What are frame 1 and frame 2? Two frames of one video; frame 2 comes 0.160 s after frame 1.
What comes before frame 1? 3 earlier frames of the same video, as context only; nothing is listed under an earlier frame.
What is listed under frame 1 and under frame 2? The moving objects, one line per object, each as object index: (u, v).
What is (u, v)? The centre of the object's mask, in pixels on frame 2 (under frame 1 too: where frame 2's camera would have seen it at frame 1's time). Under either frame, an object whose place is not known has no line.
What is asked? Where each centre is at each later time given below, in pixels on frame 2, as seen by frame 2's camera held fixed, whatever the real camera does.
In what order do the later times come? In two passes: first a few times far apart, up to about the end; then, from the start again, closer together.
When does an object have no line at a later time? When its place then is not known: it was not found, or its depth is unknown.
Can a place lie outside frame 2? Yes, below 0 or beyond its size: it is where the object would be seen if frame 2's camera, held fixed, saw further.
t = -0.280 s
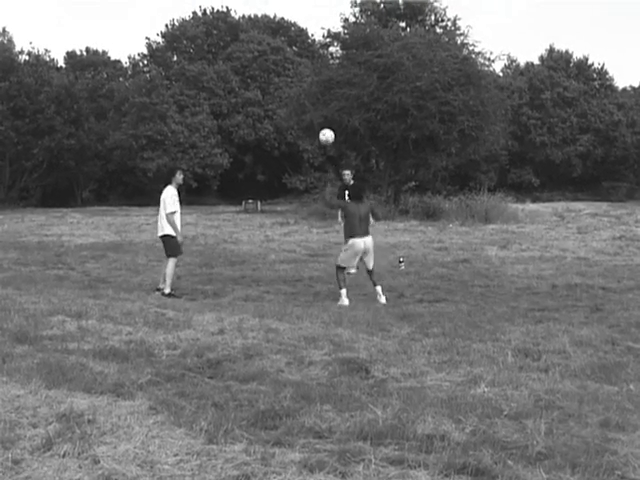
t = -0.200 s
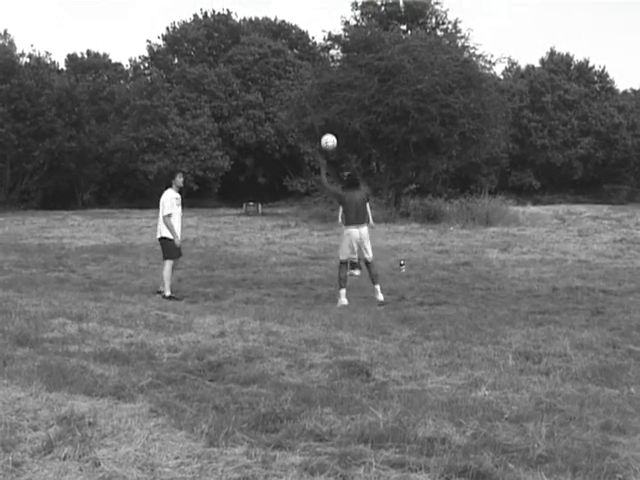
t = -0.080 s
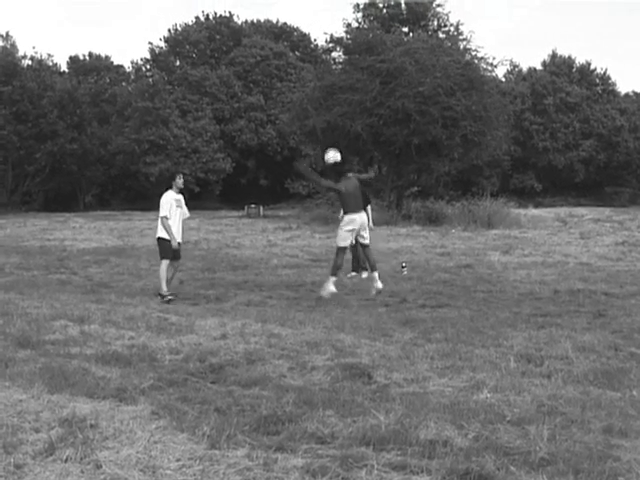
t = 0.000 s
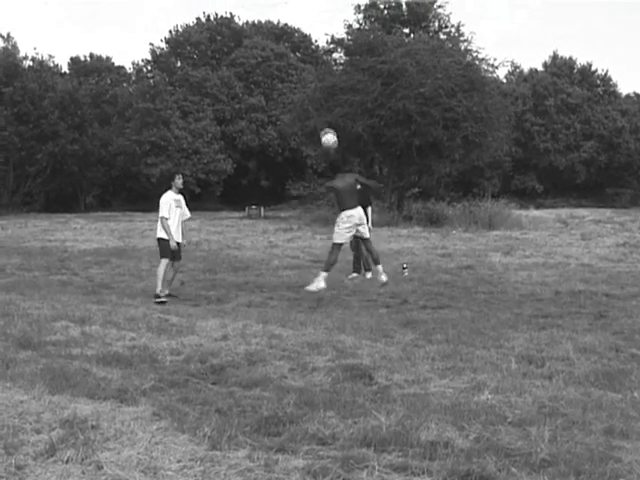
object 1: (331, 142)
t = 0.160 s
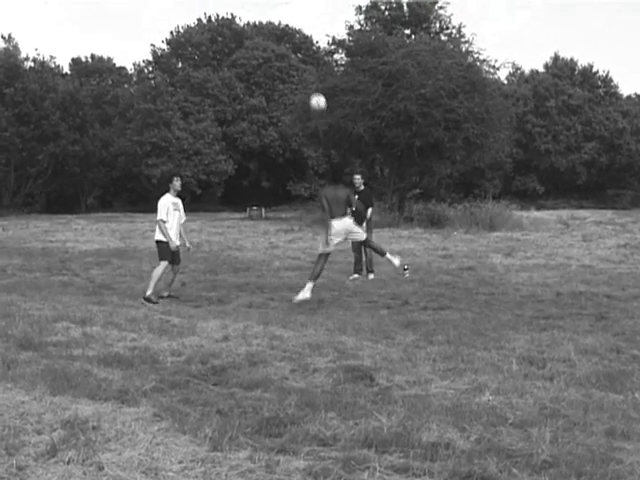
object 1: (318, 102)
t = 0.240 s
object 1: (312, 91)
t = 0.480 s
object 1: (294, 85)
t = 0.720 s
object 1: (276, 120)
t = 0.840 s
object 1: (268, 153)
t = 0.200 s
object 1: (314, 96)
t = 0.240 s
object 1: (312, 91)
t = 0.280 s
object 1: (309, 87)
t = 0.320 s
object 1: (306, 84)
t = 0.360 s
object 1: (303, 82)
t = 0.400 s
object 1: (300, 82)
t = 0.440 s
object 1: (297, 83)
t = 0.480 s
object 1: (294, 85)
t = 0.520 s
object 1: (291, 88)
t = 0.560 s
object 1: (288, 92)
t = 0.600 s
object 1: (285, 97)
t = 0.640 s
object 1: (282, 104)
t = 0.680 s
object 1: (279, 111)
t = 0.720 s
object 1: (276, 120)
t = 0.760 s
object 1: (273, 130)
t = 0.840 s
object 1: (268, 153)
